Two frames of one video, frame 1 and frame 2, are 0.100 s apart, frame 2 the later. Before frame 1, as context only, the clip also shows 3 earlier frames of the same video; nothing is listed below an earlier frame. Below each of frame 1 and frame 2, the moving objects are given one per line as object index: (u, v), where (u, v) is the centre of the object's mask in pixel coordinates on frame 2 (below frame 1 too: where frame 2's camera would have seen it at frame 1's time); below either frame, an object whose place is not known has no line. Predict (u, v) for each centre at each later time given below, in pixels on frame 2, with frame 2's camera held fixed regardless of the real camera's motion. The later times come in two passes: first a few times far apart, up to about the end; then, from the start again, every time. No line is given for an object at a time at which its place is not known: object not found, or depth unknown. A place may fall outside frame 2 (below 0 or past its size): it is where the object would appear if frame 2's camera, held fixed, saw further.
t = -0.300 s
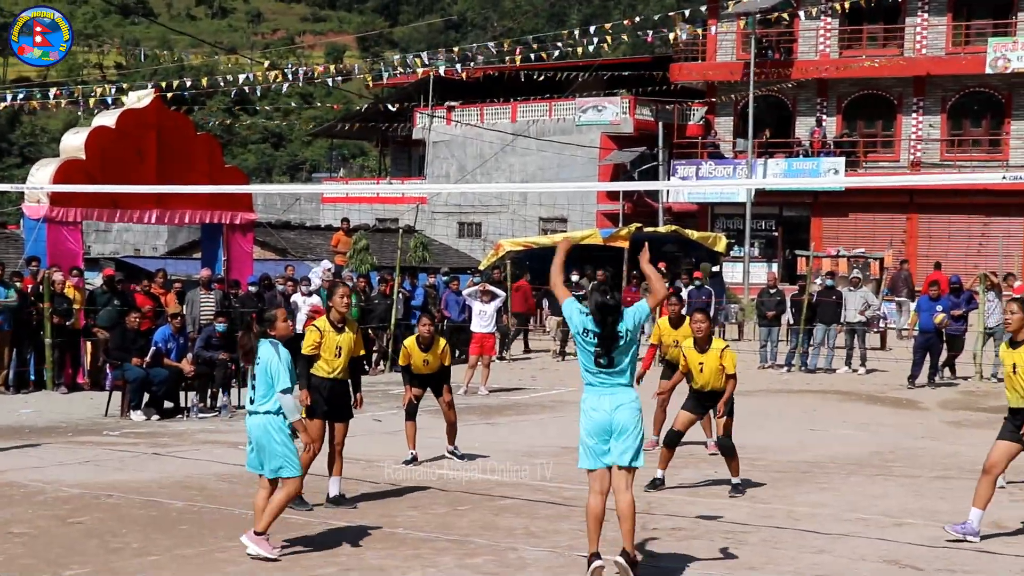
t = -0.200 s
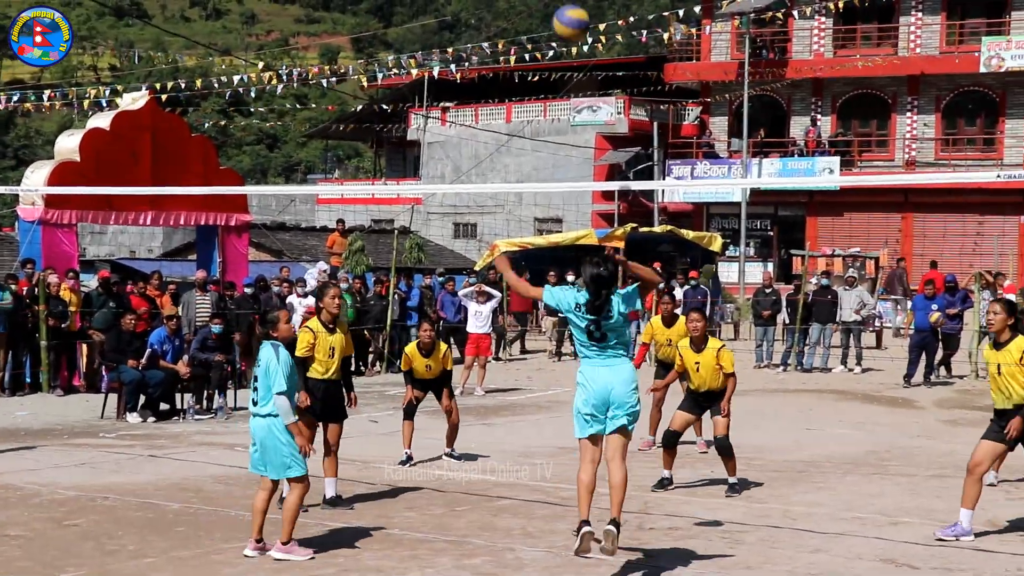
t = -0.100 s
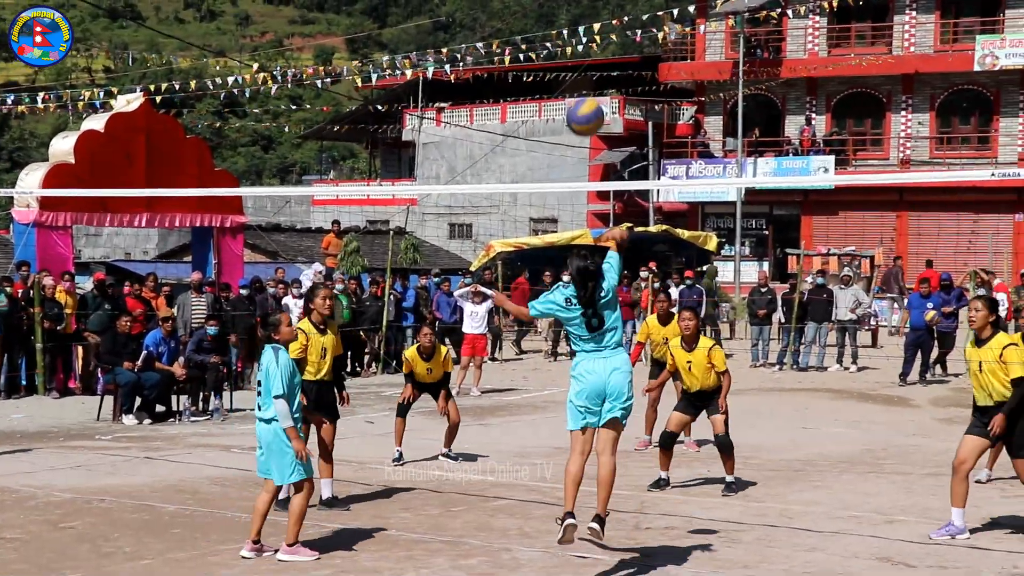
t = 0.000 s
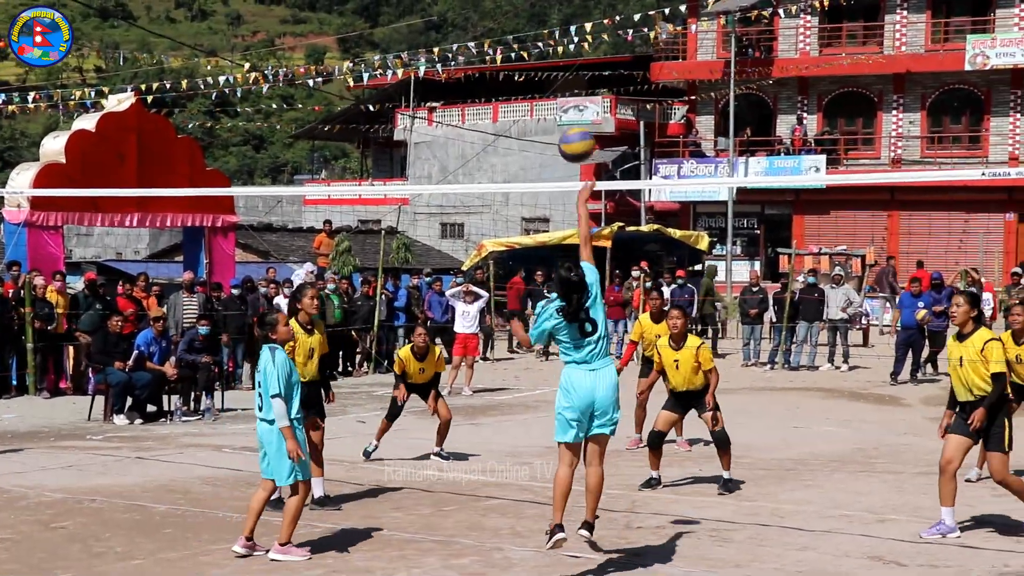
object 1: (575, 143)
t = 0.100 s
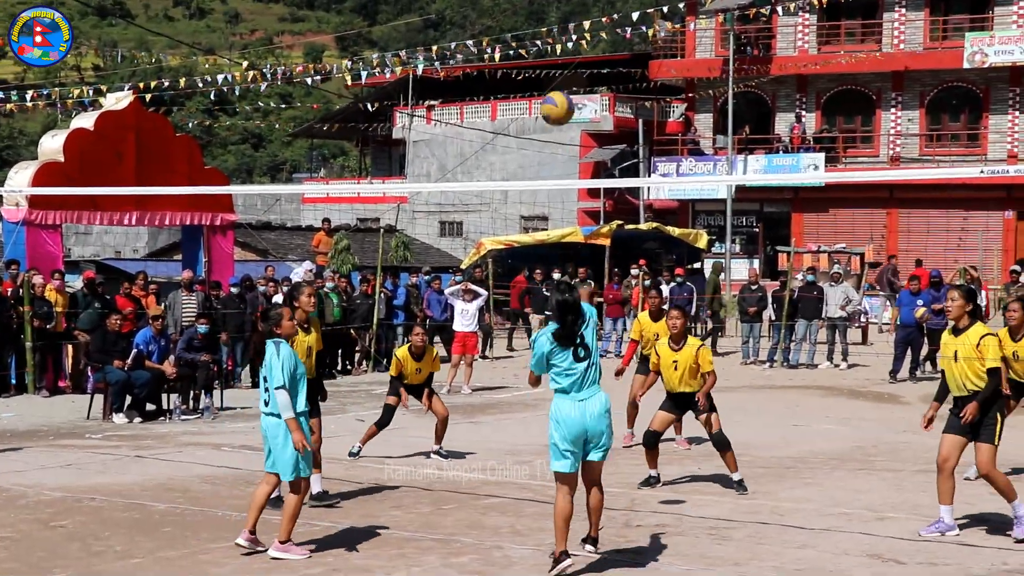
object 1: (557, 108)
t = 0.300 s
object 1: (524, 89)
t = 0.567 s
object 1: (495, 148)
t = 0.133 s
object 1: (551, 101)
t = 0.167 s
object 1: (545, 96)
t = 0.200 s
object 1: (540, 91)
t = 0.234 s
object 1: (535, 89)
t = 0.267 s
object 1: (529, 88)
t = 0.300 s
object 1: (524, 89)
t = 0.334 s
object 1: (521, 92)
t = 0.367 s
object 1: (517, 96)
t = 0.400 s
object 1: (513, 101)
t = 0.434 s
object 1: (509, 107)
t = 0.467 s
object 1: (505, 115)
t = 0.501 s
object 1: (501, 125)
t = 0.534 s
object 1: (498, 136)
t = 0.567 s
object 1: (495, 148)
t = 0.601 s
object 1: (491, 161)
